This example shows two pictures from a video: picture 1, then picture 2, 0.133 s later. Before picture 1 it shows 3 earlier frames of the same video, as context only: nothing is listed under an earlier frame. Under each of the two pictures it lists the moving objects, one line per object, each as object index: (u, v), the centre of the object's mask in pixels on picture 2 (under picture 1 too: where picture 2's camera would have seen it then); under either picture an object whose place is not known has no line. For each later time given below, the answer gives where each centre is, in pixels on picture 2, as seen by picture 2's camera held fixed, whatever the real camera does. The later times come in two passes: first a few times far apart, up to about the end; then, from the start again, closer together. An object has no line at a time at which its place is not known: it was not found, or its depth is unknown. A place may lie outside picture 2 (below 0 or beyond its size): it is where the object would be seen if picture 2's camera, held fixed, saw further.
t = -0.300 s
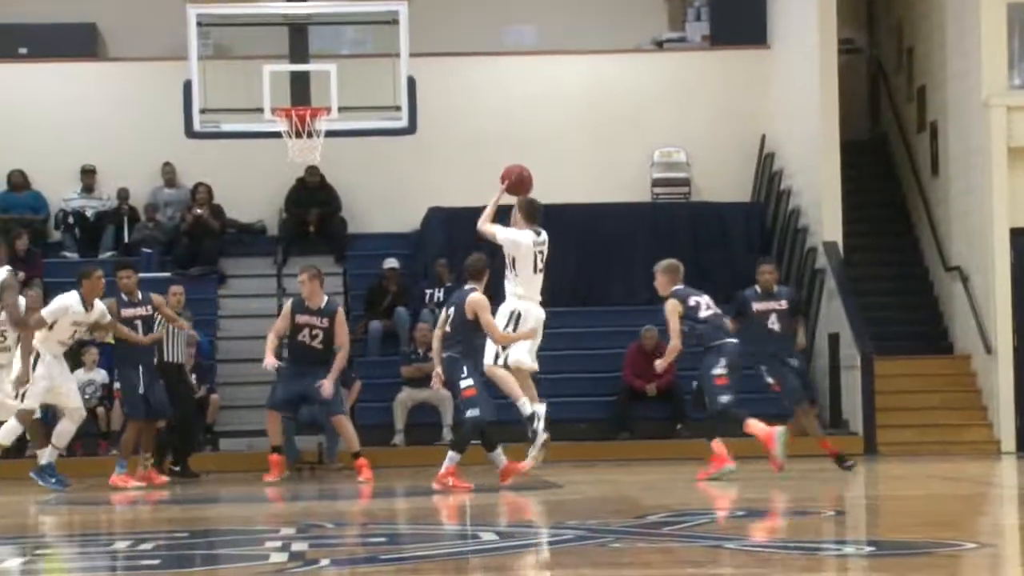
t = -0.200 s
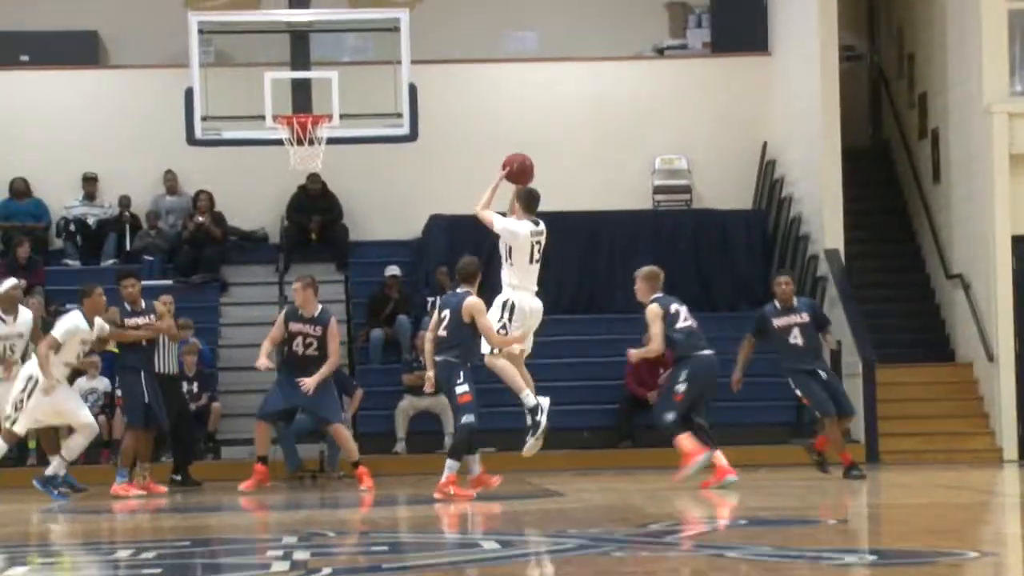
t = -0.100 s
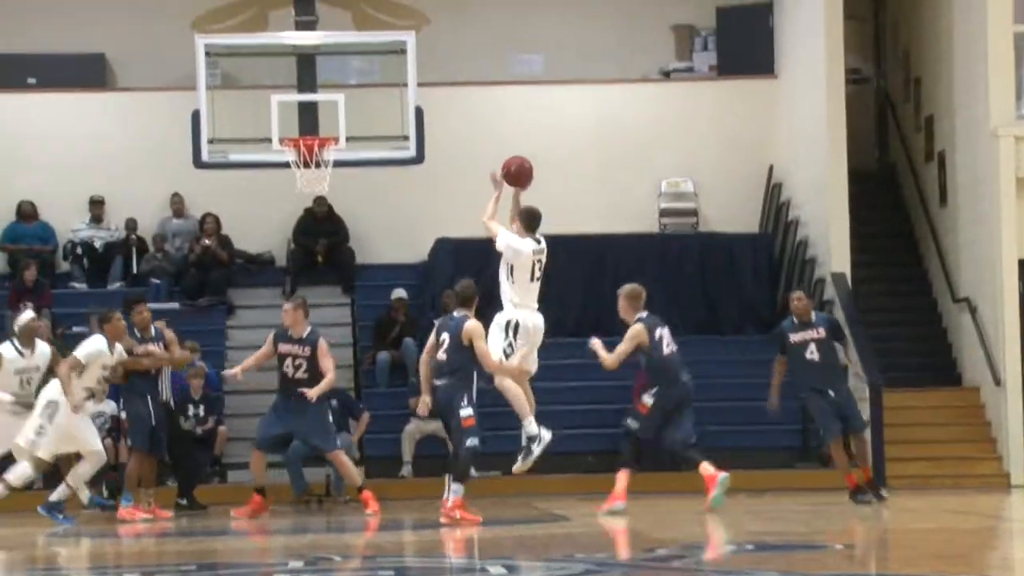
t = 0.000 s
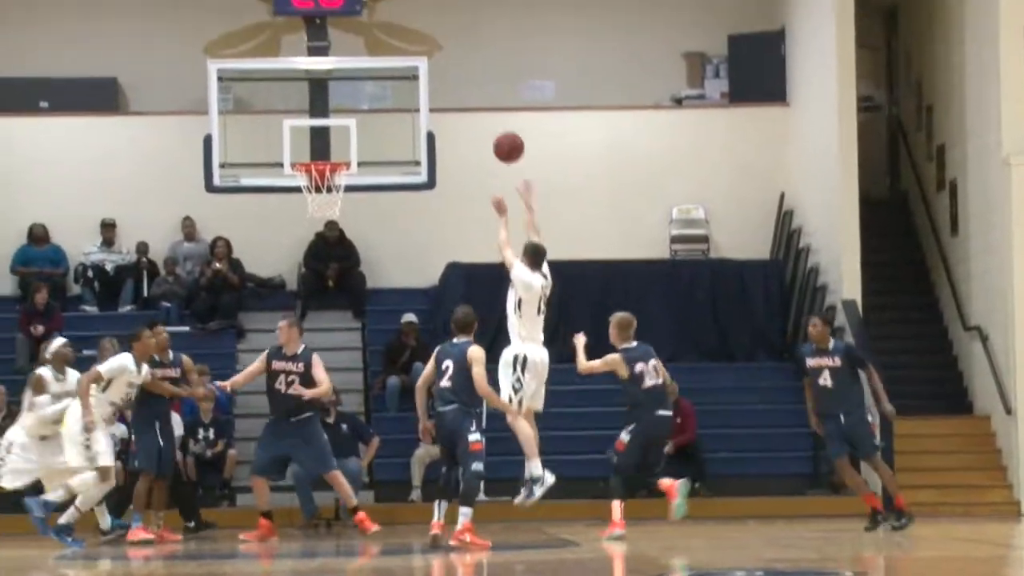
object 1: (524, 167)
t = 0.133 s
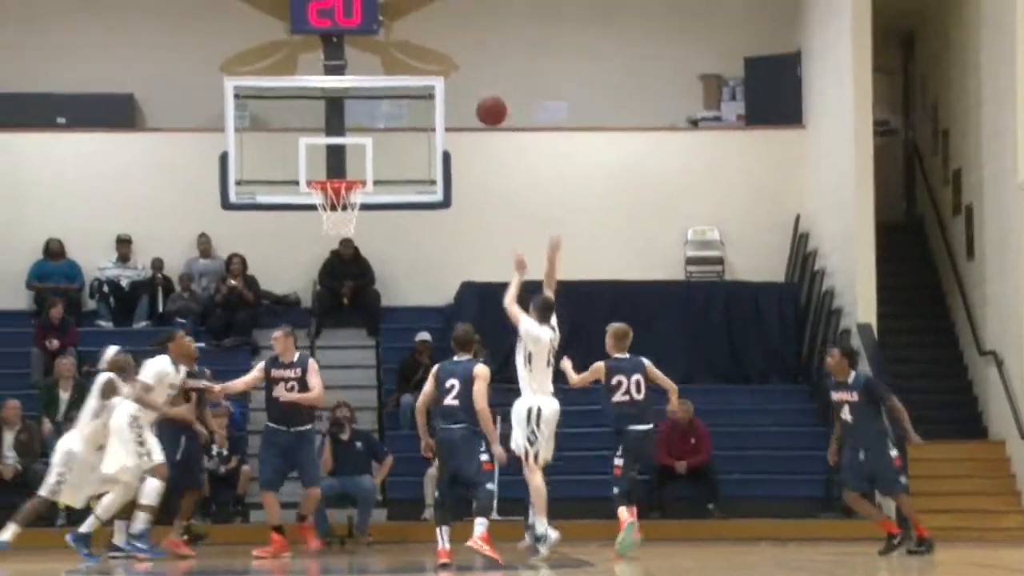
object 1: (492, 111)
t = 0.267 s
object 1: (461, 78)
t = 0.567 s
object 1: (397, 85)
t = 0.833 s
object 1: (344, 174)
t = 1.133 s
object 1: (361, 211)
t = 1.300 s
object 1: (366, 228)
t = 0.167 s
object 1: (484, 100)
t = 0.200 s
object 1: (476, 92)
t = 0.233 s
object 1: (468, 85)
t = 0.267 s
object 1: (461, 78)
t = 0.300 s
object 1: (454, 74)
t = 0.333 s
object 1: (446, 71)
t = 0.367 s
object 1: (439, 70)
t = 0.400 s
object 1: (431, 69)
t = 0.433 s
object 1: (424, 69)
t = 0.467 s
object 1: (418, 72)
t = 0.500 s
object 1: (410, 76)
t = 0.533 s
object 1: (403, 81)
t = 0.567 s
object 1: (397, 85)
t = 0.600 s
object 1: (390, 95)
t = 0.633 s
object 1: (382, 105)
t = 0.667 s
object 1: (376, 114)
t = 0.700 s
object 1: (370, 125)
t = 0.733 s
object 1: (365, 138)
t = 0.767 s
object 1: (358, 153)
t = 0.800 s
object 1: (352, 167)
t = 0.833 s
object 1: (344, 174)
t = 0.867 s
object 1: (333, 177)
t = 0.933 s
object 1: (323, 199)
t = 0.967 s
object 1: (334, 201)
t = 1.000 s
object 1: (340, 205)
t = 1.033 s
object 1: (346, 215)
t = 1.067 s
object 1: (352, 210)
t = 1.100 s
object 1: (356, 210)
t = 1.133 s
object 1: (361, 211)
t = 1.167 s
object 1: (362, 212)
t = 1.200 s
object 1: (363, 213)
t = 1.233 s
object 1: (364, 215)
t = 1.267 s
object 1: (364, 217)
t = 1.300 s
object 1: (366, 228)
